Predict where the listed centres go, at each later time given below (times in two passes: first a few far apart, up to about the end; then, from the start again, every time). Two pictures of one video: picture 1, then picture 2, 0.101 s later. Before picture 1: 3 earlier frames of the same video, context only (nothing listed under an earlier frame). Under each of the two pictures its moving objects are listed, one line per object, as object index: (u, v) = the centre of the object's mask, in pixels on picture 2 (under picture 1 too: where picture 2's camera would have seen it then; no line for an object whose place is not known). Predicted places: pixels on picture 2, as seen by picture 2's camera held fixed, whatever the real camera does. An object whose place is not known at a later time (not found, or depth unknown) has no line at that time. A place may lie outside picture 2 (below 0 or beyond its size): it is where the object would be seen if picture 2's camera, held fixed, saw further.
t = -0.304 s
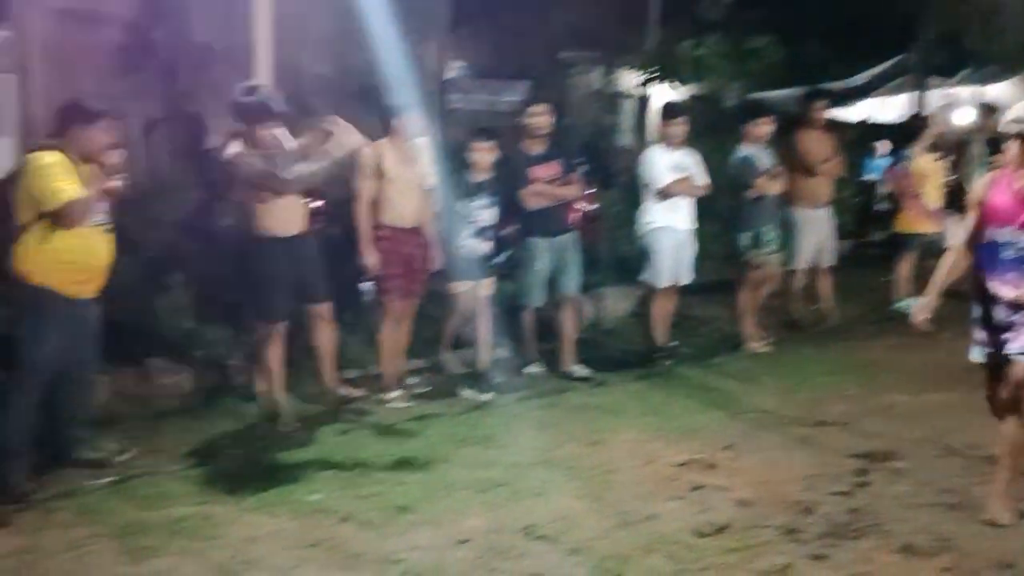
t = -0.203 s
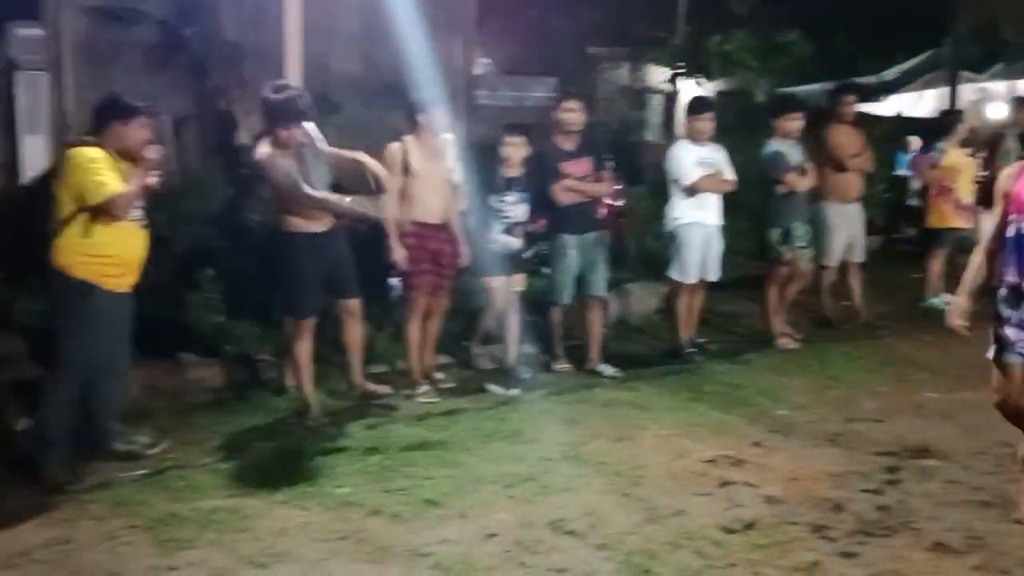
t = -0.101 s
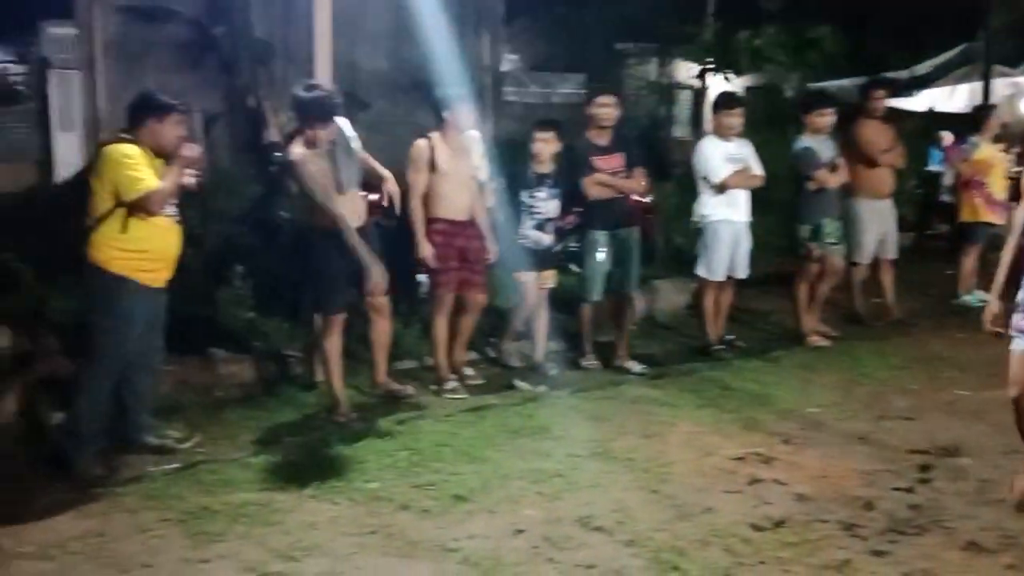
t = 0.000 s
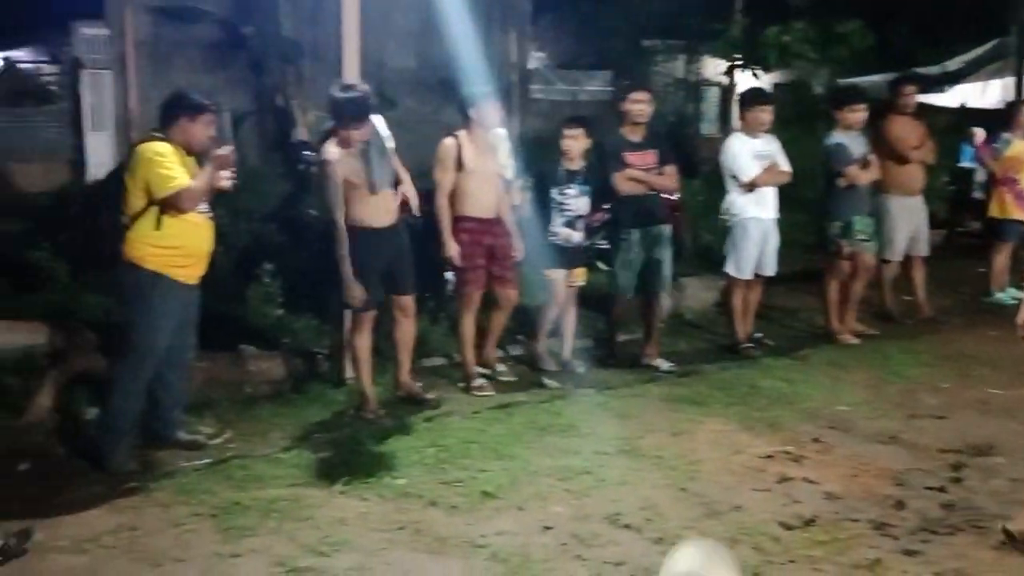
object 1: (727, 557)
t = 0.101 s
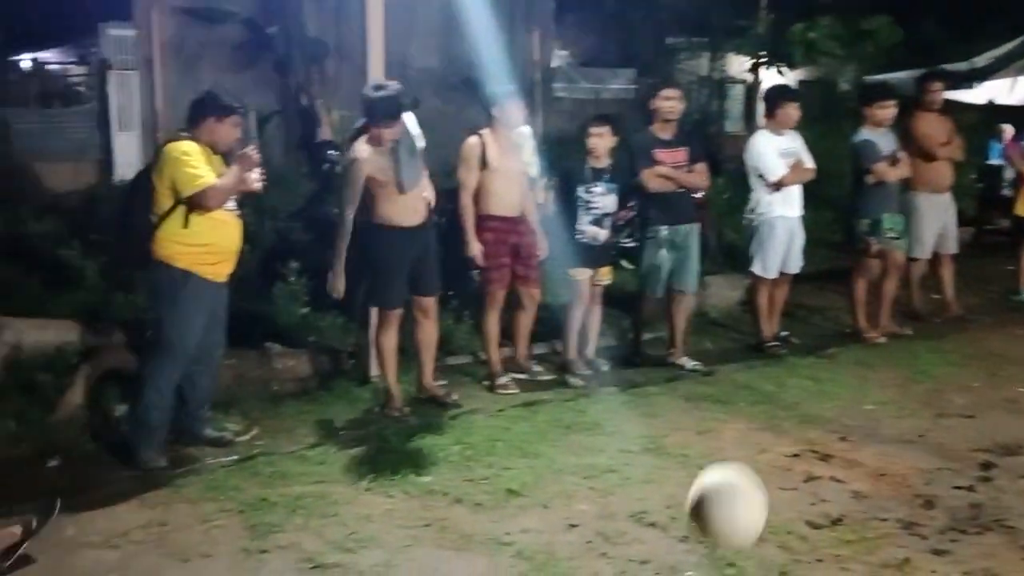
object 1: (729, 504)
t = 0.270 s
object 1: (728, 479)
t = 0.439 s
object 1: (724, 555)
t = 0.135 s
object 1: (728, 490)
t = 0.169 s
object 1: (728, 478)
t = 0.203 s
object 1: (729, 474)
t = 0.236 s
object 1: (728, 474)
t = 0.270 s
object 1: (728, 479)
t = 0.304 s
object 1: (729, 491)
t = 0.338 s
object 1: (728, 504)
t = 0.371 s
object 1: (727, 523)
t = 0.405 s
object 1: (725, 543)
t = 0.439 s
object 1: (724, 555)
